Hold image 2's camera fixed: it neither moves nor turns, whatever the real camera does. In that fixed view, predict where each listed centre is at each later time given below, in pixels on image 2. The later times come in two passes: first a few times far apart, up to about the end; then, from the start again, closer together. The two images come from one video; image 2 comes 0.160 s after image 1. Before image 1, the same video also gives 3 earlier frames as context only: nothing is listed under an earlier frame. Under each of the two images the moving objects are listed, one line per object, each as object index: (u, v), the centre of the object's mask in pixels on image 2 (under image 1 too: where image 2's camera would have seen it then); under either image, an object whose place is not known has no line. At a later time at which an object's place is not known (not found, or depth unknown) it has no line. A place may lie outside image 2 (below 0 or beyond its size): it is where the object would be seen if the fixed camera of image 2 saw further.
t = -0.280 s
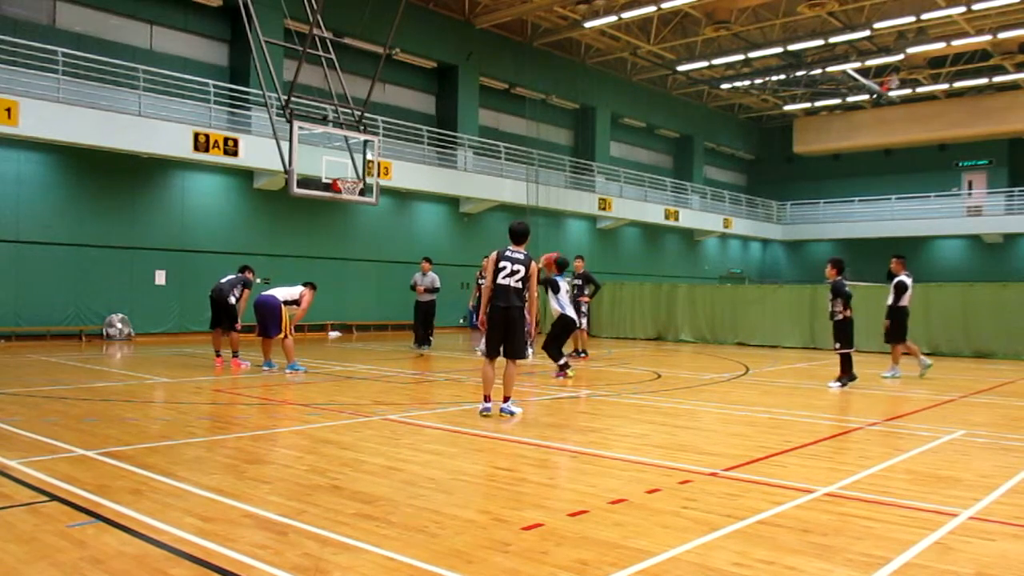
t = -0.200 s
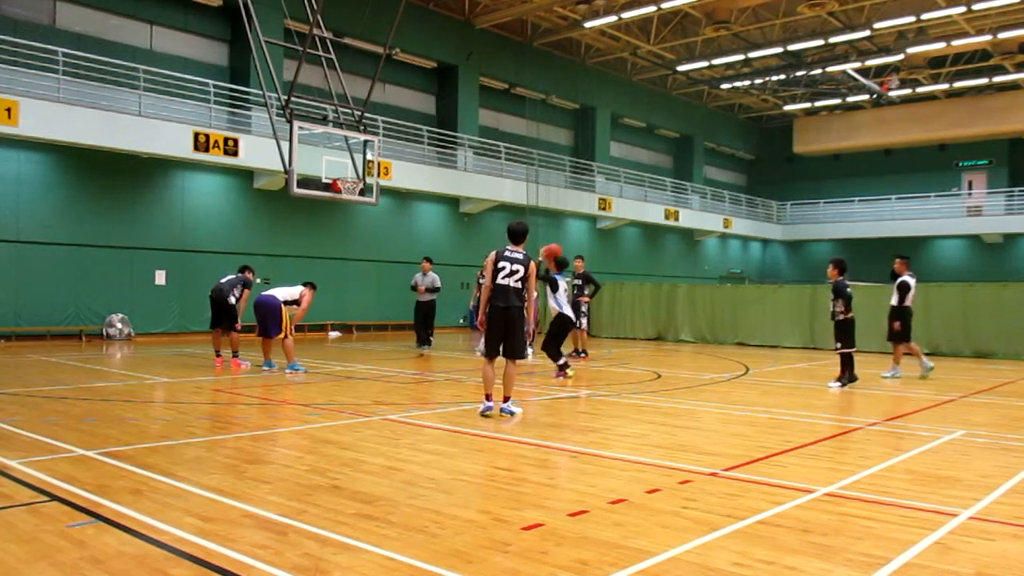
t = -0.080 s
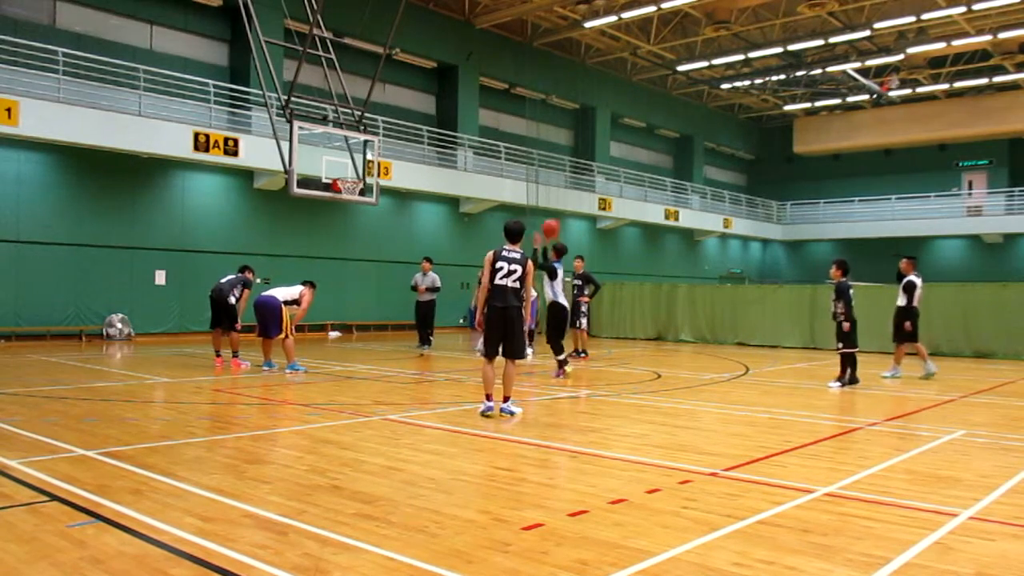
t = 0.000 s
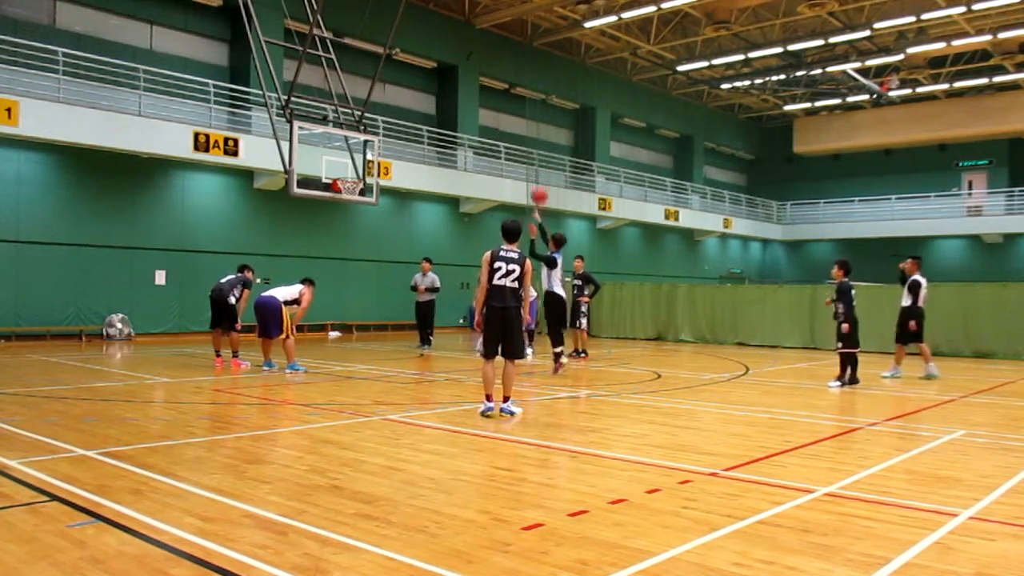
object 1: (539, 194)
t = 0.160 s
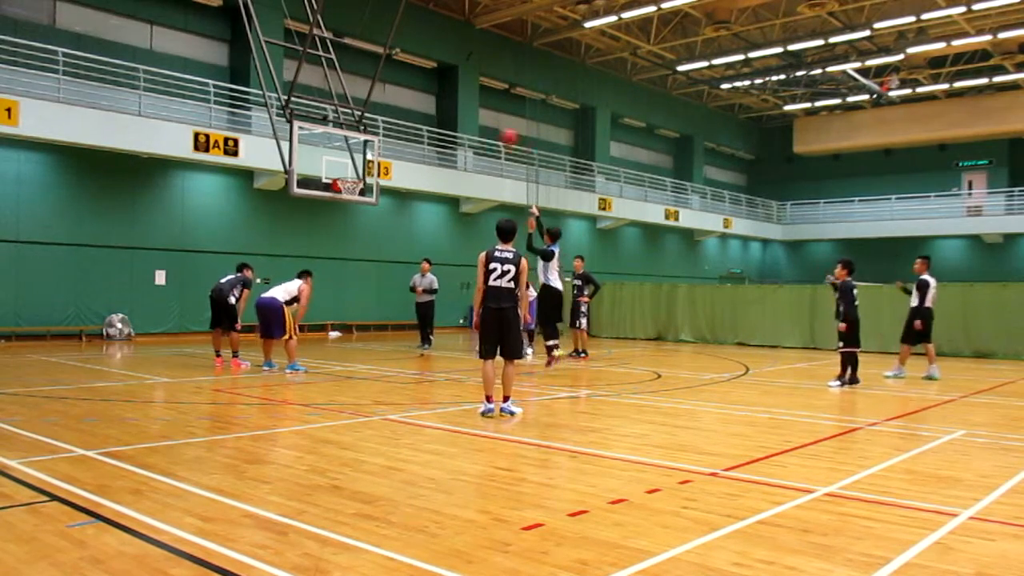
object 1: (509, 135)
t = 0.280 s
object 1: (488, 106)
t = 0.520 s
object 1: (448, 79)
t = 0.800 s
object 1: (405, 93)
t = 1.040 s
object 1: (371, 139)
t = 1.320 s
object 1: (361, 159)
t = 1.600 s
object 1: (371, 166)
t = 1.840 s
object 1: (382, 215)
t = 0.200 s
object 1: (503, 125)
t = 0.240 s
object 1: (494, 115)
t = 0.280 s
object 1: (488, 106)
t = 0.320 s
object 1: (480, 98)
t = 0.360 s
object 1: (473, 91)
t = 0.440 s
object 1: (460, 83)
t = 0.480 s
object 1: (454, 81)
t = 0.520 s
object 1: (448, 79)
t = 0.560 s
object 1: (441, 79)
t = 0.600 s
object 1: (435, 79)
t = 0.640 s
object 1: (429, 80)
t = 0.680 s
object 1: (423, 82)
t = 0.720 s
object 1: (417, 85)
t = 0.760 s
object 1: (411, 88)
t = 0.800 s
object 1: (405, 93)
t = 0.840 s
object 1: (400, 99)
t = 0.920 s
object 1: (388, 112)
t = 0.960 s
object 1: (383, 121)
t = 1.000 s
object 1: (377, 129)
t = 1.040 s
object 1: (371, 139)
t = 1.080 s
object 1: (365, 150)
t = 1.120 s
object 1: (360, 160)
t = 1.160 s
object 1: (356, 172)
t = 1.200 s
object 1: (357, 168)
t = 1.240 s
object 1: (358, 164)
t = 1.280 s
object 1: (359, 161)
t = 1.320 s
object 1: (361, 159)
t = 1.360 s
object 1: (363, 157)
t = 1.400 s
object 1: (364, 156)
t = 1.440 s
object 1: (365, 156)
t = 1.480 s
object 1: (367, 158)
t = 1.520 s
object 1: (370, 159)
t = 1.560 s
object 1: (371, 163)
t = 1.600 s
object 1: (371, 166)
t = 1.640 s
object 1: (375, 173)
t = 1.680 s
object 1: (375, 179)
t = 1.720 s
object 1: (377, 186)
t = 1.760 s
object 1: (378, 194)
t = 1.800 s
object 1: (380, 204)
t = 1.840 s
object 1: (382, 215)
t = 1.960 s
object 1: (387, 253)
